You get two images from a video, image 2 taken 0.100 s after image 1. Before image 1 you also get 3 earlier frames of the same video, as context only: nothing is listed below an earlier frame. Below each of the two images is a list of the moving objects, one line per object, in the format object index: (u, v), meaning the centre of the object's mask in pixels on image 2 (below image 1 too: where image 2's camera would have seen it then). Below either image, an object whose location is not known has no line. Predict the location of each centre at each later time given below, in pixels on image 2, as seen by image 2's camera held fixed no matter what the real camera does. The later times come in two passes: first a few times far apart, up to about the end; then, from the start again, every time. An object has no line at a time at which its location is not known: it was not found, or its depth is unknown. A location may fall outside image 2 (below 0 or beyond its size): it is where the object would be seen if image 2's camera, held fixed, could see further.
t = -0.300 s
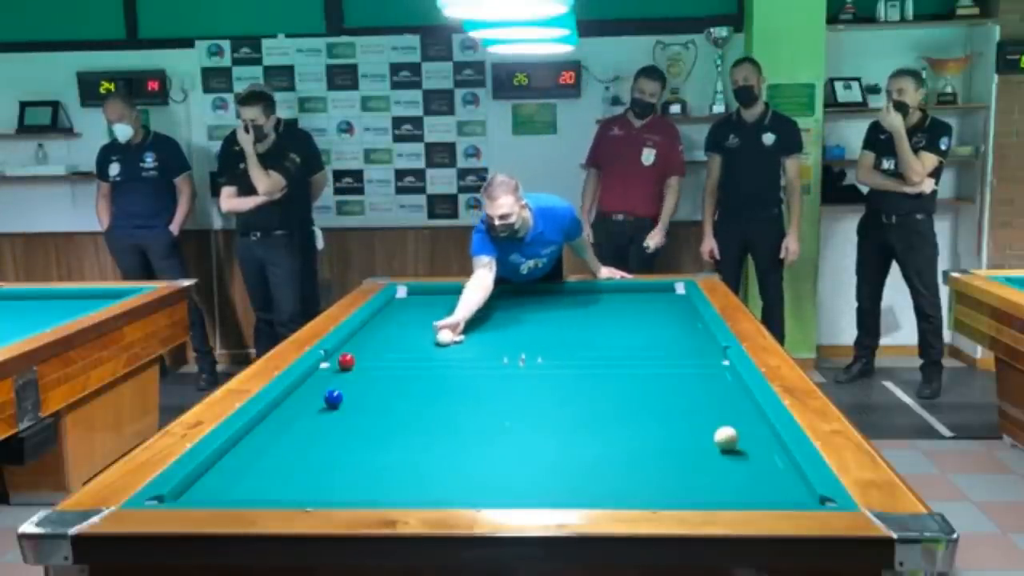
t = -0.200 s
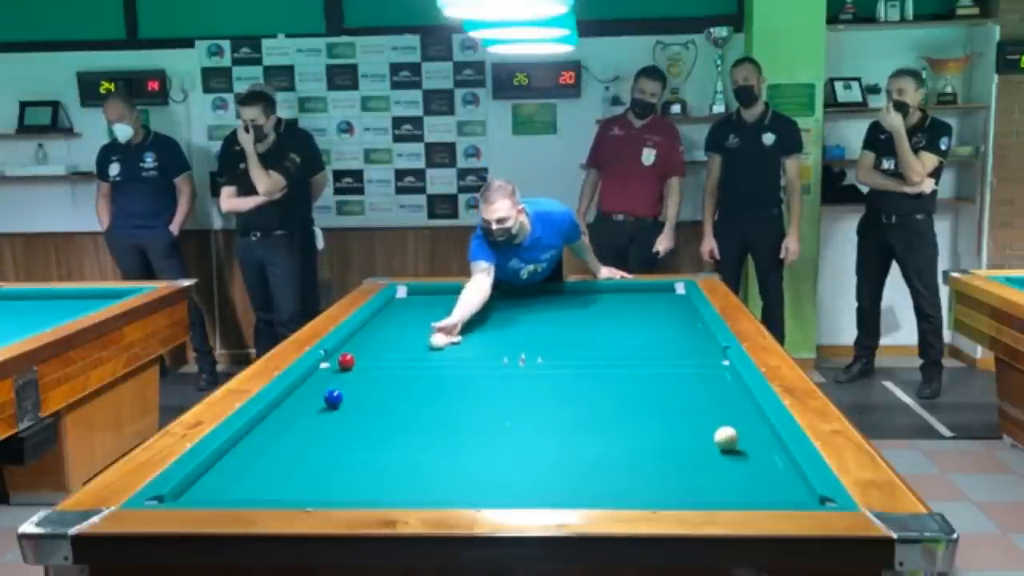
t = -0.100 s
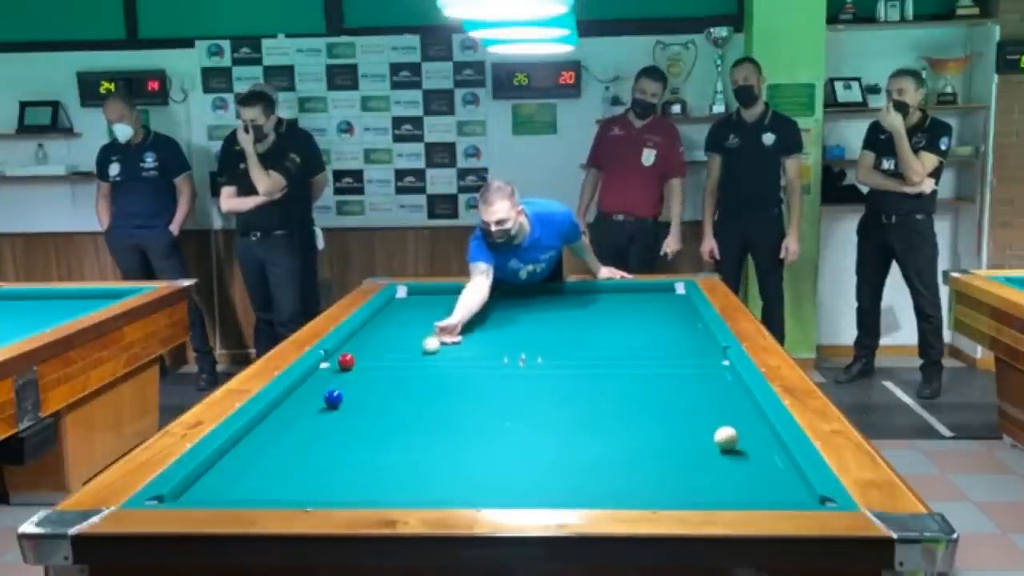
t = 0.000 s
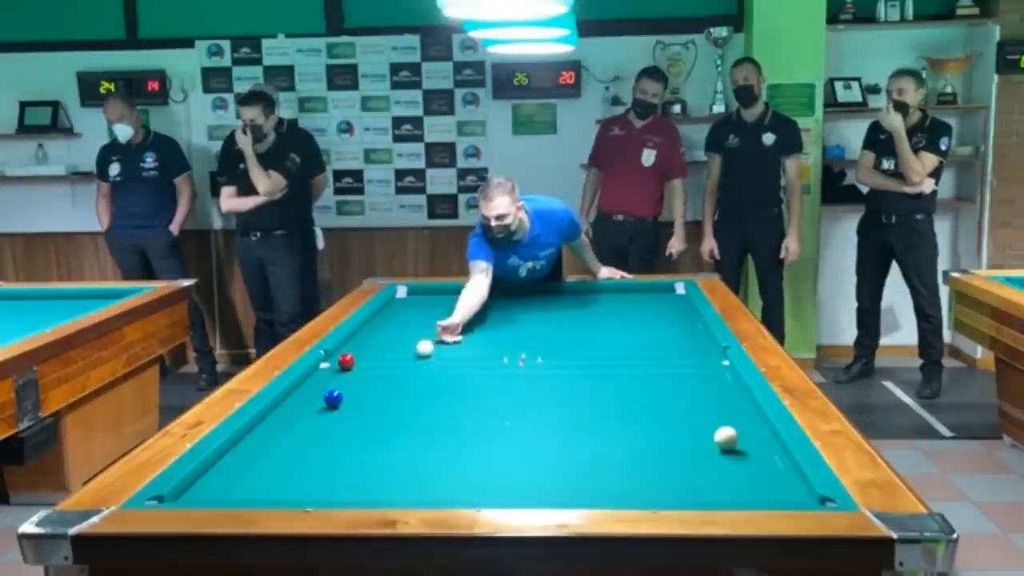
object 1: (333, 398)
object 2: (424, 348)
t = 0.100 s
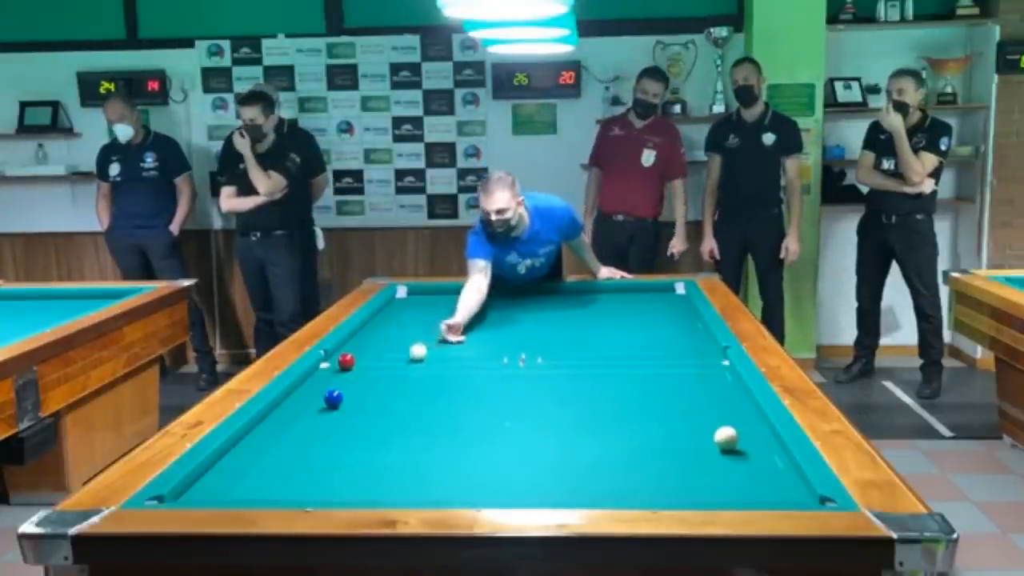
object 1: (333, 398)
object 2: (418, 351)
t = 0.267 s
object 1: (333, 398)
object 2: (406, 358)
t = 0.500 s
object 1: (333, 398)
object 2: (388, 368)
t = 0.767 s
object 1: (333, 398)
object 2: (367, 380)
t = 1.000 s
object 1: (333, 399)
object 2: (348, 390)
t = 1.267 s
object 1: (310, 409)
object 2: (340, 396)
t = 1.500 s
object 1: (290, 419)
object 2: (336, 400)
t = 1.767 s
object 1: (267, 430)
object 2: (331, 404)
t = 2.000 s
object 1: (245, 440)
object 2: (327, 408)
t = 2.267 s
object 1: (241, 447)
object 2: (323, 412)
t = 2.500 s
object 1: (236, 457)
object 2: (318, 416)
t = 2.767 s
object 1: (231, 467)
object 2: (315, 420)
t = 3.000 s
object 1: (226, 477)
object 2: (312, 422)
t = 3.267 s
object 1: (221, 486)
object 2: (310, 425)
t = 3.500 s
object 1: (217, 492)
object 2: (307, 428)
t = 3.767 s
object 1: (212, 496)
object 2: (304, 430)
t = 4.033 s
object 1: (217, 495)
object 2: (302, 432)
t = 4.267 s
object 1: (223, 493)
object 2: (300, 434)
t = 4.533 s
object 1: (231, 491)
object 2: (298, 435)
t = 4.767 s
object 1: (236, 488)
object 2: (297, 436)
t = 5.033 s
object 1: (241, 486)
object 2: (297, 437)
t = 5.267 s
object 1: (245, 485)
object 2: (297, 437)
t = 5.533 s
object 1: (248, 483)
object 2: (297, 437)
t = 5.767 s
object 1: (251, 481)
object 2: (297, 437)
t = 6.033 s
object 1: (254, 480)
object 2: (297, 437)
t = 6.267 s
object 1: (256, 479)
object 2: (297, 437)
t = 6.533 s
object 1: (257, 479)
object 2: (297, 437)
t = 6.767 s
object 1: (258, 479)
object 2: (297, 437)
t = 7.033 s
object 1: (258, 478)
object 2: (297, 437)
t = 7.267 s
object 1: (258, 478)
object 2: (297, 437)
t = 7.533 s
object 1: (258, 478)
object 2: (297, 437)
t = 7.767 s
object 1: (258, 478)
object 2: (297, 437)
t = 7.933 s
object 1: (258, 478)
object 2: (297, 437)
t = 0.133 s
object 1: (333, 398)
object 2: (415, 353)
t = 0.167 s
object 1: (333, 398)
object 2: (413, 354)
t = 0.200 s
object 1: (333, 398)
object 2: (410, 355)
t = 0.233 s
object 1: (333, 398)
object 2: (408, 356)
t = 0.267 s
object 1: (333, 398)
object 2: (406, 358)
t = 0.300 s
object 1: (333, 398)
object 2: (403, 359)
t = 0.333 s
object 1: (333, 398)
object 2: (401, 360)
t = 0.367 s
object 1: (333, 398)
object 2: (398, 362)
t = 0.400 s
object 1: (333, 398)
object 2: (395, 363)
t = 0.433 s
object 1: (333, 398)
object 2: (393, 365)
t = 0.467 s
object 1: (333, 398)
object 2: (391, 366)
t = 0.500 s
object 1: (333, 398)
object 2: (388, 368)
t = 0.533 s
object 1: (333, 399)
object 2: (386, 369)
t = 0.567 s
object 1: (333, 398)
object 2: (383, 371)
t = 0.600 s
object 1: (333, 399)
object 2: (380, 372)
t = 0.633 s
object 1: (333, 398)
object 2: (378, 373)
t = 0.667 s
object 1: (333, 399)
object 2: (375, 375)
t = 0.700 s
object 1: (333, 398)
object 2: (372, 376)
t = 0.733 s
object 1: (333, 398)
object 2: (370, 378)
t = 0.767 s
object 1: (333, 398)
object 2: (367, 380)
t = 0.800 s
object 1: (333, 398)
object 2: (364, 381)
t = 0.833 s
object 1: (333, 399)
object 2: (361, 382)
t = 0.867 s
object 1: (333, 398)
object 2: (358, 384)
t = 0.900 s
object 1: (333, 399)
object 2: (355, 386)
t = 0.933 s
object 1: (333, 399)
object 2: (353, 387)
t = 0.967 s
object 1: (333, 399)
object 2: (350, 389)
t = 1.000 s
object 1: (333, 399)
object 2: (348, 390)
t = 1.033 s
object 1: (332, 400)
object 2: (346, 391)
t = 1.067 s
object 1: (328, 402)
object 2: (345, 392)
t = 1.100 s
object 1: (324, 403)
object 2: (344, 393)
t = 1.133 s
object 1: (322, 405)
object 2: (343, 394)
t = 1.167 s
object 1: (318, 406)
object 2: (342, 394)
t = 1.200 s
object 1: (316, 407)
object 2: (342, 395)
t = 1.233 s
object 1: (313, 408)
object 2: (341, 395)
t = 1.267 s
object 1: (310, 409)
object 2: (340, 396)
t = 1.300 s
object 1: (307, 411)
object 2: (340, 396)
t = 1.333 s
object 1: (304, 412)
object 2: (339, 397)
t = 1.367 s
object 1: (302, 413)
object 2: (339, 398)
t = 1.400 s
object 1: (299, 414)
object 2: (338, 398)
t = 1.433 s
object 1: (296, 416)
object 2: (337, 399)
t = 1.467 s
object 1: (293, 417)
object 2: (337, 399)
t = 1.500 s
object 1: (290, 419)
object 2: (336, 400)
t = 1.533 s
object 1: (287, 420)
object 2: (335, 400)
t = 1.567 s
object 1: (284, 421)
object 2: (335, 401)
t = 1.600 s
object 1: (282, 423)
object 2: (334, 401)
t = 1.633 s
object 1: (279, 424)
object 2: (333, 402)
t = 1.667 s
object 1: (276, 426)
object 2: (333, 402)
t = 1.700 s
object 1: (273, 427)
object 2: (332, 403)
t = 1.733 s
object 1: (270, 428)
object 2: (332, 404)
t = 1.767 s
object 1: (267, 430)
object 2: (331, 404)
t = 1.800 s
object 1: (264, 431)
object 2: (331, 405)
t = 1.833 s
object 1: (261, 433)
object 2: (330, 405)
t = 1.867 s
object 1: (258, 434)
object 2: (329, 406)
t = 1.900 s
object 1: (255, 435)
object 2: (329, 406)
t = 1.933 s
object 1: (252, 436)
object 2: (328, 407)
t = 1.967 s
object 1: (249, 438)
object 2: (327, 408)
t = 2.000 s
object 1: (245, 440)
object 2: (327, 408)
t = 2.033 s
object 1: (245, 440)
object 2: (327, 408)
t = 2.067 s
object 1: (244, 441)
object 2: (326, 408)
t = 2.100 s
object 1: (244, 442)
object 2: (325, 409)
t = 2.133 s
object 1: (243, 444)
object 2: (325, 410)
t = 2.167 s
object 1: (242, 445)
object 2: (324, 410)
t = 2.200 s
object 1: (242, 446)
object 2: (324, 411)
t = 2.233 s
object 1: (241, 446)
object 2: (323, 411)
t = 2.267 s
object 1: (241, 447)
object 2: (323, 412)
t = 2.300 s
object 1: (240, 447)
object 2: (322, 412)
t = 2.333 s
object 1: (239, 451)
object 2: (321, 413)
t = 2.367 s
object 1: (239, 452)
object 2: (320, 414)
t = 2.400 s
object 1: (238, 453)
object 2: (320, 414)
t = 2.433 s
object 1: (237, 454)
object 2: (320, 415)
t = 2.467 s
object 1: (237, 456)
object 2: (319, 415)
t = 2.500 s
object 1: (236, 457)
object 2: (318, 416)
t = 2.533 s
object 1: (236, 458)
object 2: (318, 416)
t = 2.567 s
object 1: (235, 459)
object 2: (317, 417)
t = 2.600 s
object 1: (234, 461)
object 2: (317, 418)
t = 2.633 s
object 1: (233, 462)
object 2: (317, 418)
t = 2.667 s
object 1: (233, 464)
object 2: (316, 418)
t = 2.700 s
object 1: (232, 465)
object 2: (315, 419)
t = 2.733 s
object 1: (232, 466)
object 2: (315, 419)
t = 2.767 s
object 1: (231, 467)
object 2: (315, 420)
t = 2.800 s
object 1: (230, 469)
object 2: (314, 420)
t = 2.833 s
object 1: (230, 470)
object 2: (314, 421)
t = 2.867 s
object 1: (229, 471)
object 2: (314, 421)
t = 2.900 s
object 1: (228, 473)
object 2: (313, 421)
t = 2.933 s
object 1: (228, 474)
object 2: (313, 422)
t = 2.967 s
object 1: (227, 476)
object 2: (313, 422)
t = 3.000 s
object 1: (226, 477)
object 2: (312, 422)
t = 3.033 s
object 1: (226, 478)
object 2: (312, 423)
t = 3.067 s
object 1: (225, 479)
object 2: (312, 423)
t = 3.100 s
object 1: (224, 481)
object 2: (311, 423)
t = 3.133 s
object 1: (224, 482)
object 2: (311, 424)
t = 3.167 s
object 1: (223, 483)
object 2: (311, 424)
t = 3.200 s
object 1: (223, 484)
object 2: (311, 425)
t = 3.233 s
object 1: (222, 485)
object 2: (310, 425)
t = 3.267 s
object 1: (221, 486)
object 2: (310, 425)
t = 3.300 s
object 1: (220, 487)
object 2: (309, 426)
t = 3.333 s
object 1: (220, 488)
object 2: (309, 426)
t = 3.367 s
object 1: (220, 489)
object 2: (309, 426)
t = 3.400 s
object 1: (219, 490)
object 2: (308, 427)
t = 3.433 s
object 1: (218, 490)
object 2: (308, 427)
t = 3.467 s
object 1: (218, 491)
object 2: (307, 428)
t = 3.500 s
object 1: (217, 492)
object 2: (307, 428)
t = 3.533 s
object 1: (216, 492)
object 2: (306, 428)
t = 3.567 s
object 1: (216, 493)
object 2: (306, 429)
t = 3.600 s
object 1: (215, 493)
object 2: (306, 429)
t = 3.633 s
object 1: (214, 494)
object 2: (305, 429)
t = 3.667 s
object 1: (213, 495)
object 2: (305, 429)
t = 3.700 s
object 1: (213, 495)
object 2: (305, 430)
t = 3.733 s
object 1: (212, 496)
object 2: (304, 430)
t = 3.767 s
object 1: (212, 496)
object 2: (304, 430)
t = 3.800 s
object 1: (211, 497)
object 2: (304, 431)
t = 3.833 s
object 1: (212, 497)
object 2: (303, 431)
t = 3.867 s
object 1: (213, 496)
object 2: (303, 431)
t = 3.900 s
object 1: (214, 496)
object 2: (303, 431)
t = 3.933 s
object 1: (215, 496)
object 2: (302, 432)
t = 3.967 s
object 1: (216, 496)
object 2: (302, 432)
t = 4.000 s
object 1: (217, 495)
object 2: (302, 432)
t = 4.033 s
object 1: (217, 495)
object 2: (302, 432)
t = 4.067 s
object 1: (218, 495)
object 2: (301, 432)
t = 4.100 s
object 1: (219, 494)
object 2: (301, 433)
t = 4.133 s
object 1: (220, 494)
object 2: (301, 433)
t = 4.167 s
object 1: (221, 494)
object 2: (301, 433)
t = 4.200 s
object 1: (221, 494)
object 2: (300, 433)
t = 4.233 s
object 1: (222, 493)
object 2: (300, 434)
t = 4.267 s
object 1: (223, 493)
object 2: (300, 434)
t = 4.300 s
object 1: (224, 493)
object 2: (300, 434)
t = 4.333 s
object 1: (226, 493)
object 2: (299, 434)
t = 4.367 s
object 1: (227, 492)
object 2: (299, 435)
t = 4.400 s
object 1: (228, 492)
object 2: (299, 435)
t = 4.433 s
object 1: (229, 492)
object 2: (299, 435)
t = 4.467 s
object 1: (230, 491)
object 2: (299, 435)
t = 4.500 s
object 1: (230, 491)
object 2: (298, 435)
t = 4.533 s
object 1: (231, 491)
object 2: (298, 435)
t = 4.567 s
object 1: (232, 491)
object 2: (298, 435)
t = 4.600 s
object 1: (232, 490)
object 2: (298, 436)
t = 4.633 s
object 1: (233, 490)
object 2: (298, 436)
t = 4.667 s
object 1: (234, 490)
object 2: (298, 436)
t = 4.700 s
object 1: (235, 489)
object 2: (298, 436)
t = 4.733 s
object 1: (235, 489)
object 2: (298, 436)
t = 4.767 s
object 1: (236, 488)
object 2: (297, 436)
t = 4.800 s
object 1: (236, 488)
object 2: (297, 436)
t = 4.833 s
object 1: (237, 488)
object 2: (297, 436)
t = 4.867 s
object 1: (238, 488)
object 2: (297, 436)
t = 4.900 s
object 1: (238, 487)
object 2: (297, 436)
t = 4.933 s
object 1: (239, 487)
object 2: (297, 436)
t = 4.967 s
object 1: (240, 487)
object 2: (297, 437)
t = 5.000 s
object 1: (240, 487)
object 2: (297, 436)
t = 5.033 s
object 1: (241, 486)
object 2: (297, 437)
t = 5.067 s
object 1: (241, 486)
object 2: (297, 437)
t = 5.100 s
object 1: (242, 486)
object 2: (297, 437)
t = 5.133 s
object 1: (242, 486)
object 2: (297, 437)
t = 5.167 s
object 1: (243, 485)
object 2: (297, 437)
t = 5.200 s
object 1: (244, 485)
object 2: (297, 437)
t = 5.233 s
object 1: (244, 485)
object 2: (297, 437)
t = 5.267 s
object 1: (245, 485)
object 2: (297, 437)
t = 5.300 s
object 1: (245, 485)
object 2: (297, 437)
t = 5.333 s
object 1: (246, 484)
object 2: (297, 437)
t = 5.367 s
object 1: (246, 484)
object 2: (297, 437)
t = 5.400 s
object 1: (246, 484)
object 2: (297, 437)
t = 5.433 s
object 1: (247, 484)
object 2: (297, 437)
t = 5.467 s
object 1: (247, 484)
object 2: (297, 437)
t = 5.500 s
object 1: (248, 483)
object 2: (297, 437)
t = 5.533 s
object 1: (248, 483)
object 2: (297, 437)
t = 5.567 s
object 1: (249, 483)
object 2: (297, 437)
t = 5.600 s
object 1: (249, 483)
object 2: (297, 437)
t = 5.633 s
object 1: (250, 483)
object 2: (297, 437)
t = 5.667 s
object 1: (250, 482)
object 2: (297, 437)
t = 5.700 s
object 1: (250, 482)
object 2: (297, 437)
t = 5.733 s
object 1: (251, 482)
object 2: (297, 437)
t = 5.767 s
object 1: (251, 481)
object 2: (297, 437)
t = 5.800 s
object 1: (252, 481)
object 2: (297, 437)
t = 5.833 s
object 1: (252, 481)
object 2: (297, 437)
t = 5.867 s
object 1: (252, 481)
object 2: (297, 437)
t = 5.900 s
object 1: (253, 481)
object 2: (297, 437)
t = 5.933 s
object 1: (253, 481)
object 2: (297, 437)
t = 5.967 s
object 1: (253, 481)
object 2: (297, 437)
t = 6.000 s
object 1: (254, 480)
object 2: (297, 437)
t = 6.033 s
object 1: (254, 480)
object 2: (297, 437)
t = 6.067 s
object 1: (255, 480)
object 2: (297, 437)
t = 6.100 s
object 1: (255, 480)
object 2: (297, 437)
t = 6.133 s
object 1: (255, 480)
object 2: (297, 437)
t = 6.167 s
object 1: (255, 480)
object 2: (297, 437)
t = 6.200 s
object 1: (256, 480)
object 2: (297, 437)
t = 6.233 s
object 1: (256, 480)
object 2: (297, 437)
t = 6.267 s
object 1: (256, 479)
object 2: (297, 437)
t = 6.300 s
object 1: (256, 479)
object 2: (297, 437)
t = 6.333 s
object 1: (257, 479)
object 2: (297, 437)
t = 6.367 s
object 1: (257, 479)
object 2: (297, 437)
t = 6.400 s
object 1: (257, 479)
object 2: (297, 437)
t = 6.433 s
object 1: (257, 479)
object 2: (297, 437)
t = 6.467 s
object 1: (257, 479)
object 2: (297, 437)
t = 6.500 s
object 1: (257, 479)
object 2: (297, 437)
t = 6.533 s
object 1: (257, 479)
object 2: (297, 437)
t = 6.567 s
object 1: (257, 479)
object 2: (297, 437)
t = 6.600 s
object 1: (257, 479)
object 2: (297, 437)
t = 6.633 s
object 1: (257, 479)
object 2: (297, 437)
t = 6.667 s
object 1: (257, 479)
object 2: (297, 437)
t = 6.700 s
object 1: (258, 479)
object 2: (297, 437)
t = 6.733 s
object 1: (258, 479)
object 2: (297, 437)
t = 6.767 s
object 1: (258, 479)
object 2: (297, 437)
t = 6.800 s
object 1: (258, 479)
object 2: (297, 437)
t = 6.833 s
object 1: (258, 479)
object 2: (297, 437)
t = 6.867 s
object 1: (258, 479)
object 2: (297, 437)
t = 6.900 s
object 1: (258, 479)
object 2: (297, 437)
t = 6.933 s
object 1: (258, 479)
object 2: (297, 437)
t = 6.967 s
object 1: (258, 479)
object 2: (297, 437)
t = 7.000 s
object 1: (258, 478)
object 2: (297, 437)
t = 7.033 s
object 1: (258, 478)
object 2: (297, 437)
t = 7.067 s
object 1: (258, 478)
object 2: (297, 437)
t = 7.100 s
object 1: (258, 478)
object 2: (297, 437)
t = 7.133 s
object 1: (258, 478)
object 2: (297, 437)
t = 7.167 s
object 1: (258, 478)
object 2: (297, 437)
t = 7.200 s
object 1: (258, 478)
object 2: (297, 437)
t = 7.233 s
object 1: (258, 478)
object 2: (297, 437)
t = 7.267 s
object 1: (258, 478)
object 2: (297, 437)
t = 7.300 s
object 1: (258, 478)
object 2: (297, 437)
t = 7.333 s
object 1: (258, 478)
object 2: (297, 437)
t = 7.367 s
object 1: (258, 478)
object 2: (297, 437)
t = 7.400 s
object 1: (258, 478)
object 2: (297, 437)
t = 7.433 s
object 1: (258, 478)
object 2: (297, 437)
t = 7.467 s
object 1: (258, 478)
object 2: (297, 437)
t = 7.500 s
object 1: (258, 478)
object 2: (297, 437)
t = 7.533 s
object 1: (258, 478)
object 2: (297, 437)
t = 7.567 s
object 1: (258, 478)
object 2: (297, 437)
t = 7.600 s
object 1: (258, 478)
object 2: (297, 437)
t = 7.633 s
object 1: (258, 478)
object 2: (297, 437)
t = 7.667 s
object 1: (258, 478)
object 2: (297, 437)
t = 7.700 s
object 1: (258, 478)
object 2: (297, 437)
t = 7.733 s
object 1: (258, 478)
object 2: (297, 437)
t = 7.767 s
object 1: (258, 478)
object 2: (297, 437)
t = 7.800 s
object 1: (258, 478)
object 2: (297, 437)
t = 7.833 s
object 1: (258, 478)
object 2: (297, 437)
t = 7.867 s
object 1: (258, 478)
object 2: (297, 437)
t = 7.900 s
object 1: (258, 478)
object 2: (297, 437)
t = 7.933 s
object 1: (258, 478)
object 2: (297, 437)
